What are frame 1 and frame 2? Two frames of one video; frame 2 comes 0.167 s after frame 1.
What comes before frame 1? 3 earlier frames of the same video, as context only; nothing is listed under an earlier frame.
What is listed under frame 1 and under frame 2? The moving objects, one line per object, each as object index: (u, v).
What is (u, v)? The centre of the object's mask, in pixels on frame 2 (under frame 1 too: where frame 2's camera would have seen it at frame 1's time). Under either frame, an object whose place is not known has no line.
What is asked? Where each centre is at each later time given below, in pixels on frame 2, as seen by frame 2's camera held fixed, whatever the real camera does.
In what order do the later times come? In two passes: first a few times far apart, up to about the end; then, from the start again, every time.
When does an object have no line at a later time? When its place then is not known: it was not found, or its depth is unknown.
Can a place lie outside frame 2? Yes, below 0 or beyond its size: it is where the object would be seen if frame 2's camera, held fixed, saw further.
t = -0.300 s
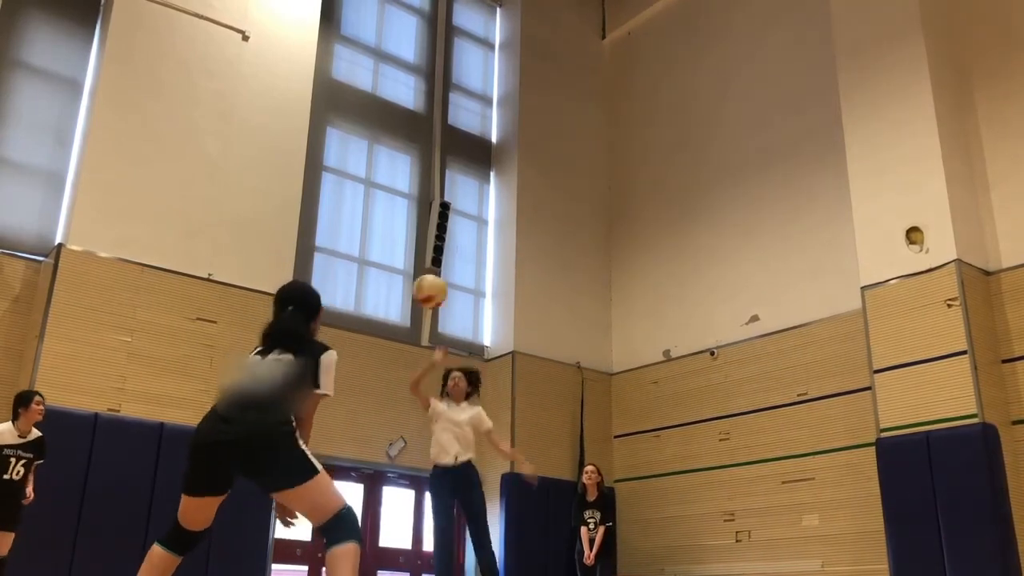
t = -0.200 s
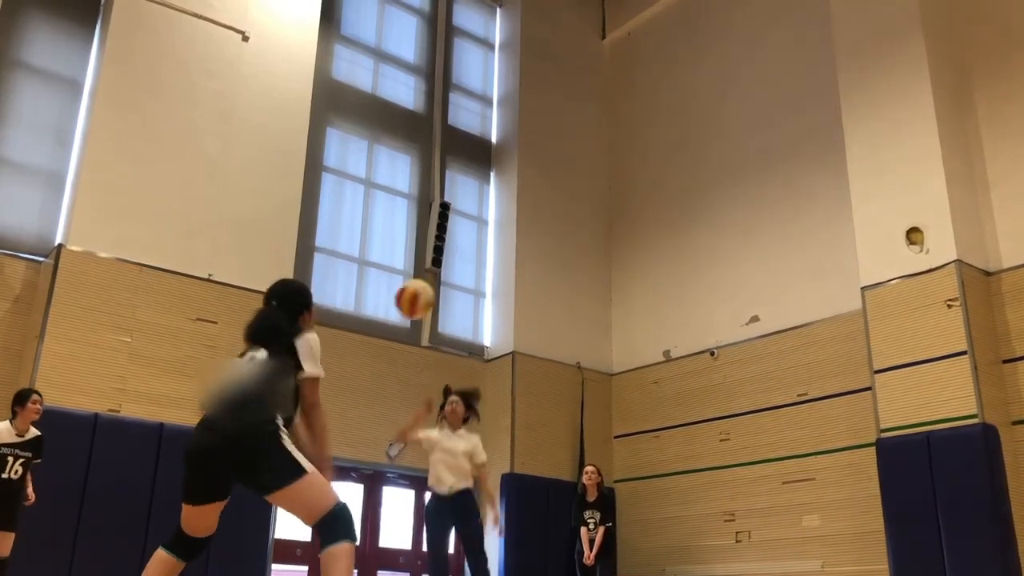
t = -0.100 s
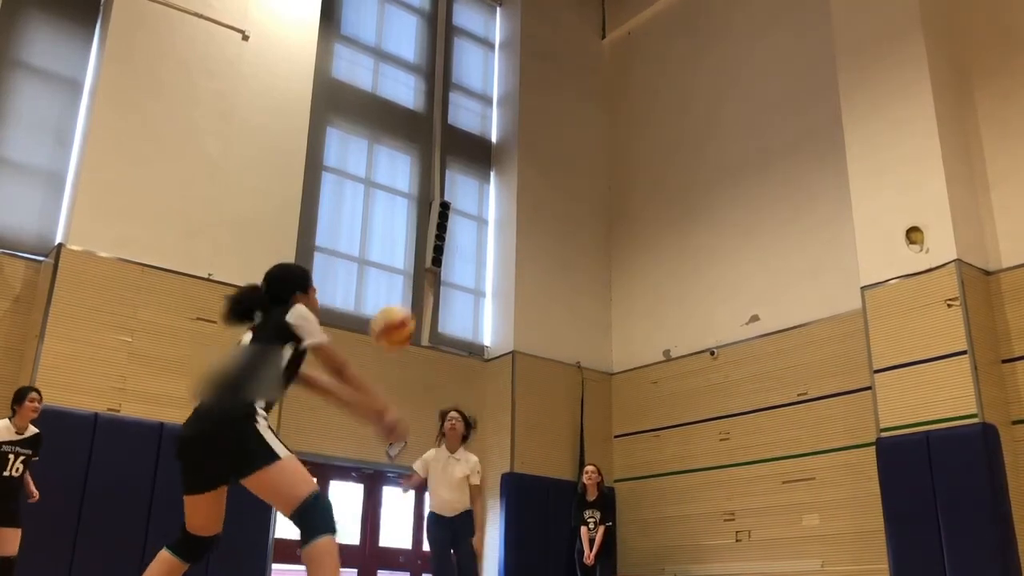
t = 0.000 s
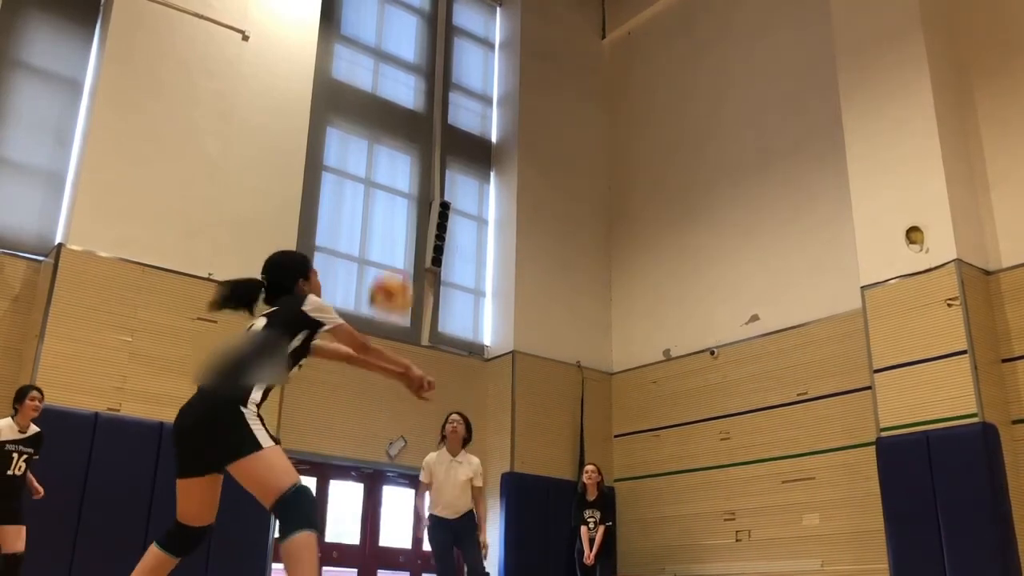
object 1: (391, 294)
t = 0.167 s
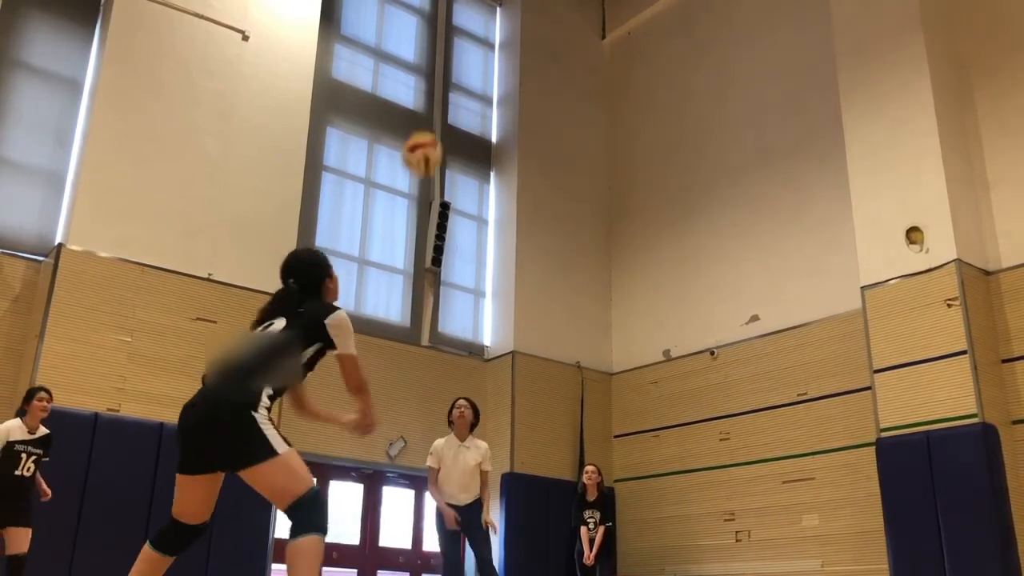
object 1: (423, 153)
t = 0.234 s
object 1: (430, 120)
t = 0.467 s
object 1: (453, 69)
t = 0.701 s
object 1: (470, 98)
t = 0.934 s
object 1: (481, 189)
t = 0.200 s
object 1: (426, 135)
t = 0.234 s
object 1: (430, 120)
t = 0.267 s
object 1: (435, 106)
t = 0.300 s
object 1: (439, 95)
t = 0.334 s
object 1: (442, 86)
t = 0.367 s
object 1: (444, 80)
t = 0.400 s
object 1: (448, 74)
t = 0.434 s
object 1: (451, 71)
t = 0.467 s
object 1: (453, 69)
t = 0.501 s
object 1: (456, 69)
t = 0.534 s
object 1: (458, 70)
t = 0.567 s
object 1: (461, 72)
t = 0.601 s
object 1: (463, 77)
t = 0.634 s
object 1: (465, 83)
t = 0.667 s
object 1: (468, 90)
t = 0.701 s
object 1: (470, 98)
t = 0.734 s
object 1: (472, 107)
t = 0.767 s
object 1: (473, 119)
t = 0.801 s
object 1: (474, 131)
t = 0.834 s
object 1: (477, 144)
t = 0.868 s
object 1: (478, 157)
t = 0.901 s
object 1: (480, 172)
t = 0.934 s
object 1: (481, 189)
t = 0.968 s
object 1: (482, 208)
